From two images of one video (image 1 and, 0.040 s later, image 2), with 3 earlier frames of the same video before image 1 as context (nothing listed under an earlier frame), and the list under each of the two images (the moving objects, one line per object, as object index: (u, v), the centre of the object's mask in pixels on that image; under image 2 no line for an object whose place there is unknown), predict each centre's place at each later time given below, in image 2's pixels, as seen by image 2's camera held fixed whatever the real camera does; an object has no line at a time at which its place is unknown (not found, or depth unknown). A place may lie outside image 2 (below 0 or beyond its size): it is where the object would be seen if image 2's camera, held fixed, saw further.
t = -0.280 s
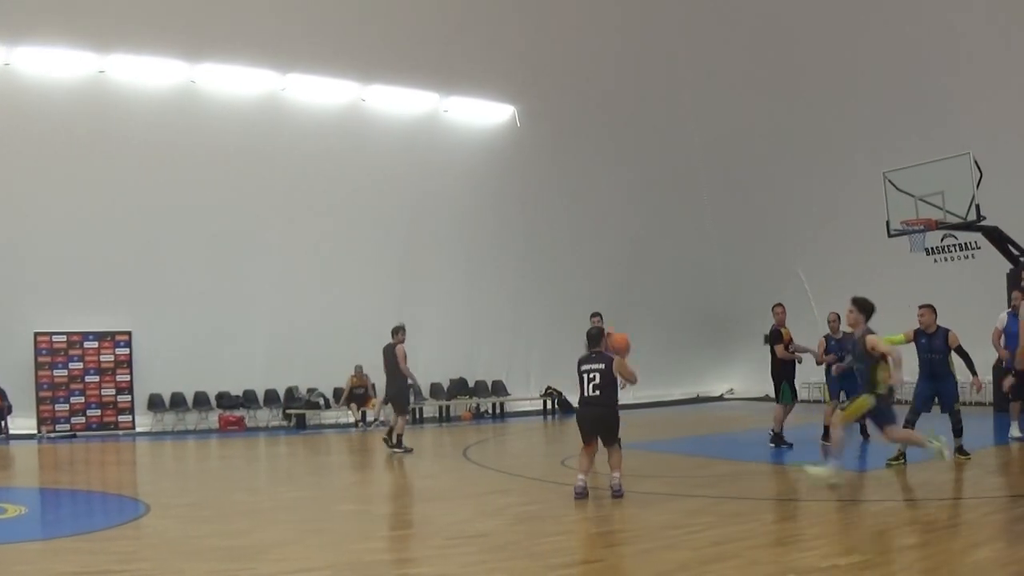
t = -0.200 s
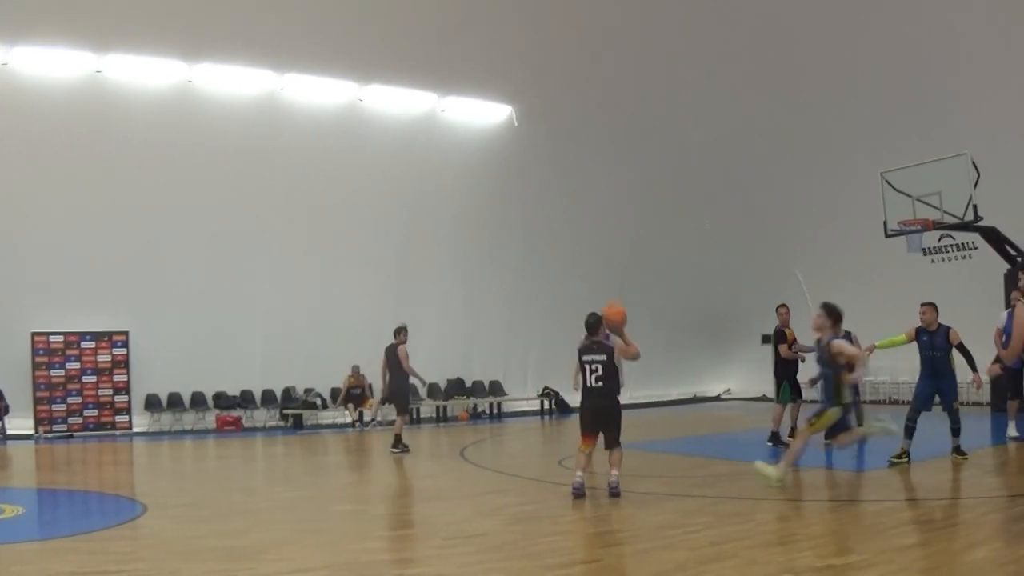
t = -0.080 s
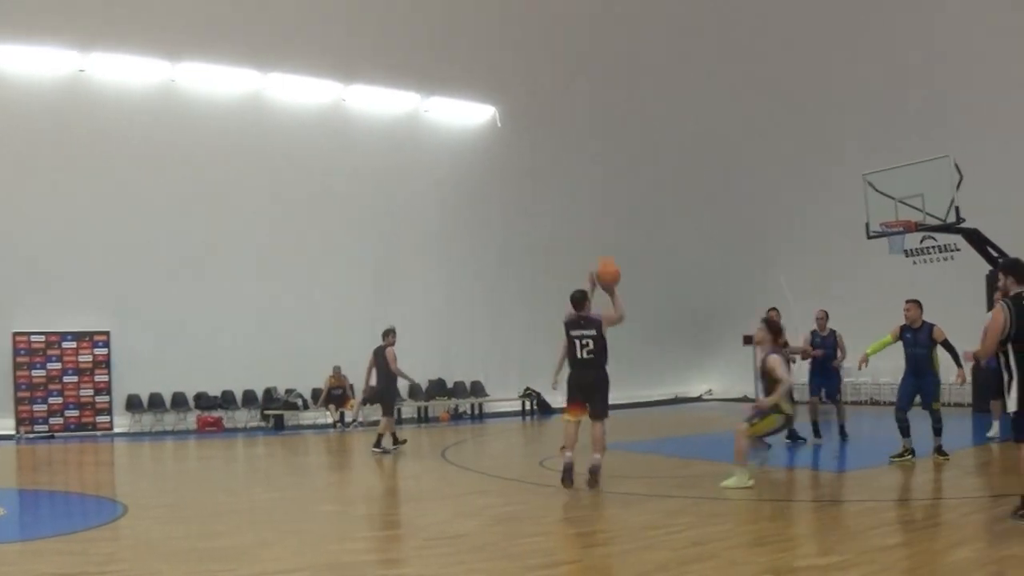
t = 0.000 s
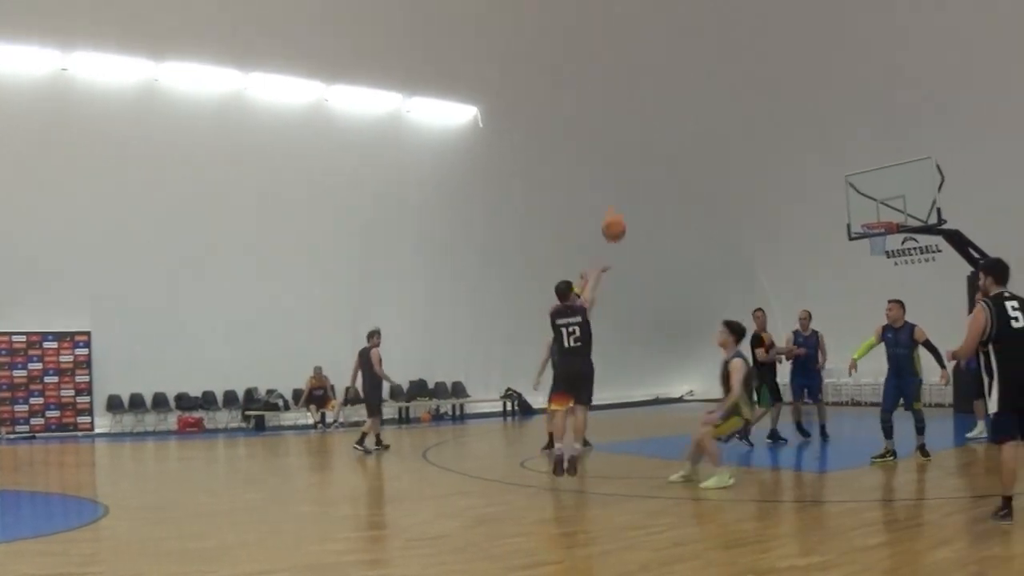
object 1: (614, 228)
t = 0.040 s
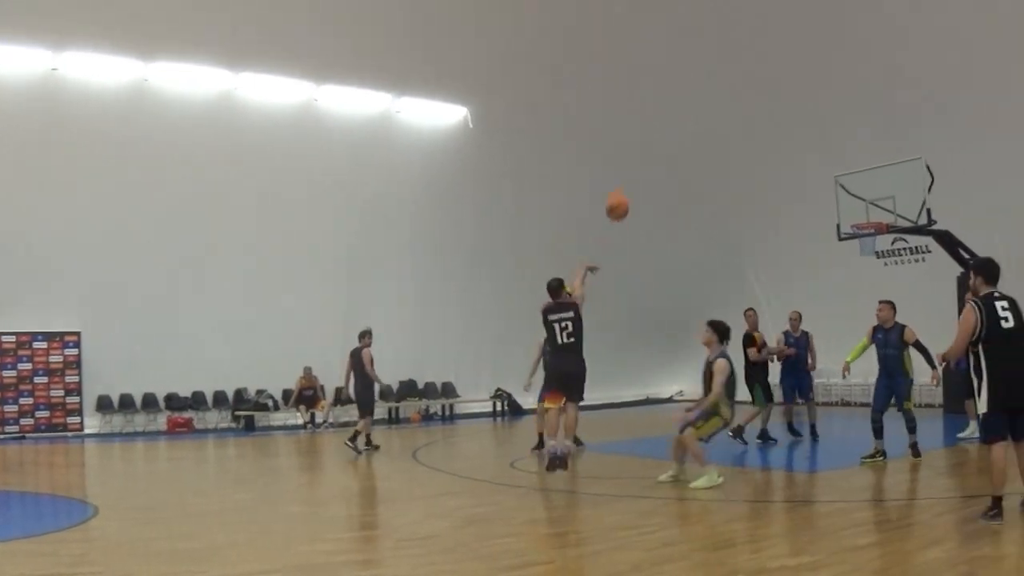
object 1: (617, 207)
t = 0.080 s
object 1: (627, 190)
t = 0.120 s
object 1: (636, 172)
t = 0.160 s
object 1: (646, 158)
